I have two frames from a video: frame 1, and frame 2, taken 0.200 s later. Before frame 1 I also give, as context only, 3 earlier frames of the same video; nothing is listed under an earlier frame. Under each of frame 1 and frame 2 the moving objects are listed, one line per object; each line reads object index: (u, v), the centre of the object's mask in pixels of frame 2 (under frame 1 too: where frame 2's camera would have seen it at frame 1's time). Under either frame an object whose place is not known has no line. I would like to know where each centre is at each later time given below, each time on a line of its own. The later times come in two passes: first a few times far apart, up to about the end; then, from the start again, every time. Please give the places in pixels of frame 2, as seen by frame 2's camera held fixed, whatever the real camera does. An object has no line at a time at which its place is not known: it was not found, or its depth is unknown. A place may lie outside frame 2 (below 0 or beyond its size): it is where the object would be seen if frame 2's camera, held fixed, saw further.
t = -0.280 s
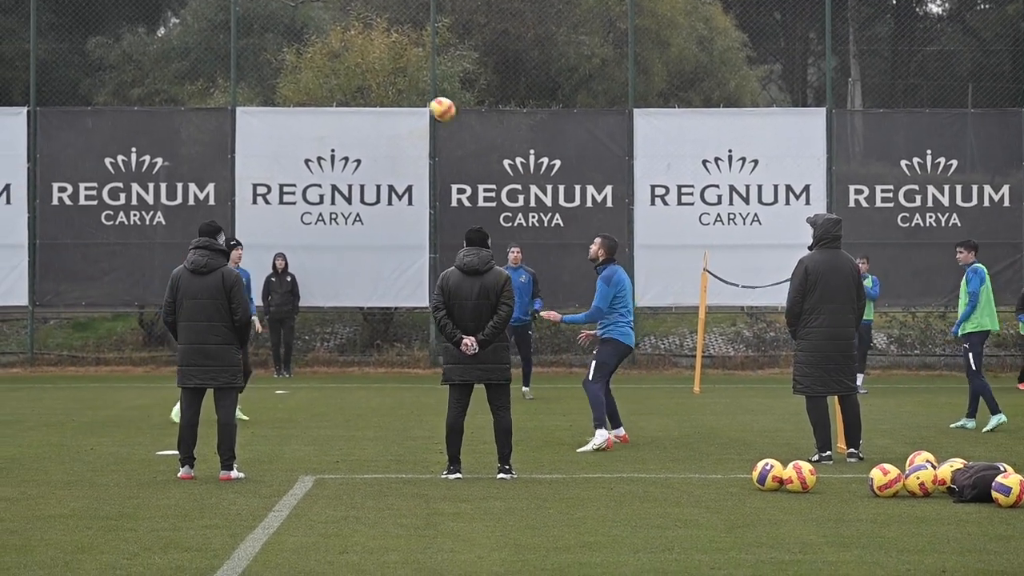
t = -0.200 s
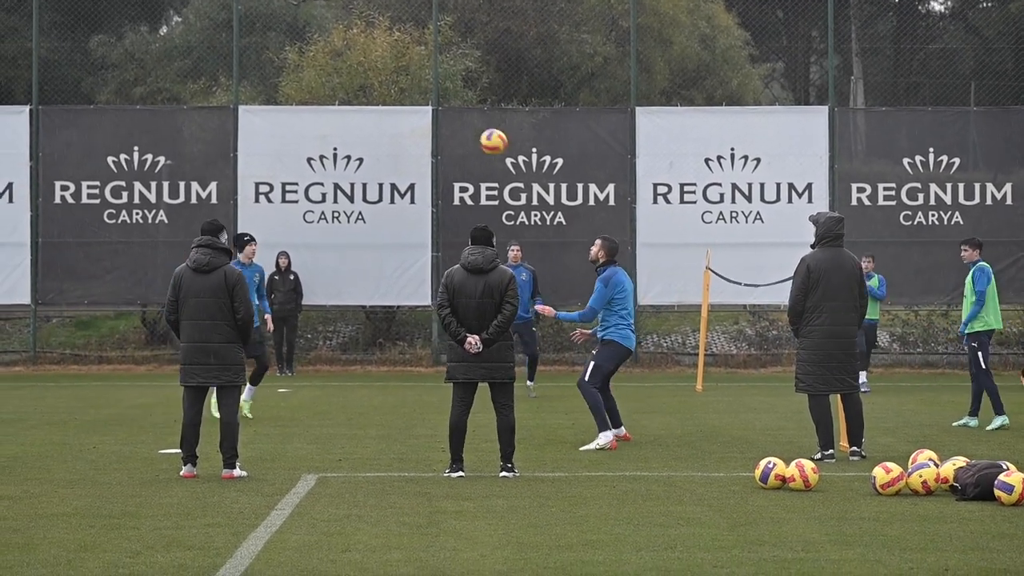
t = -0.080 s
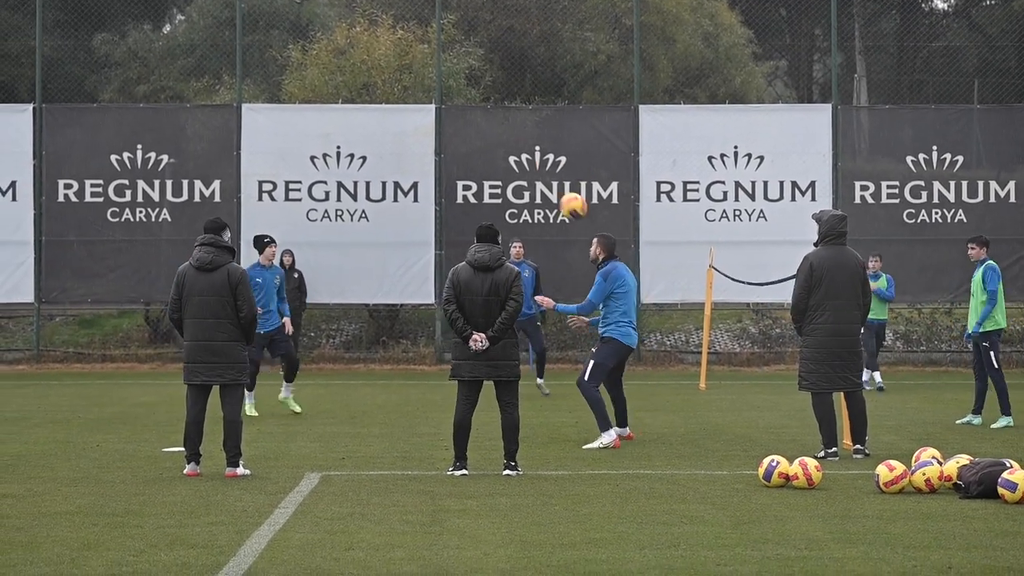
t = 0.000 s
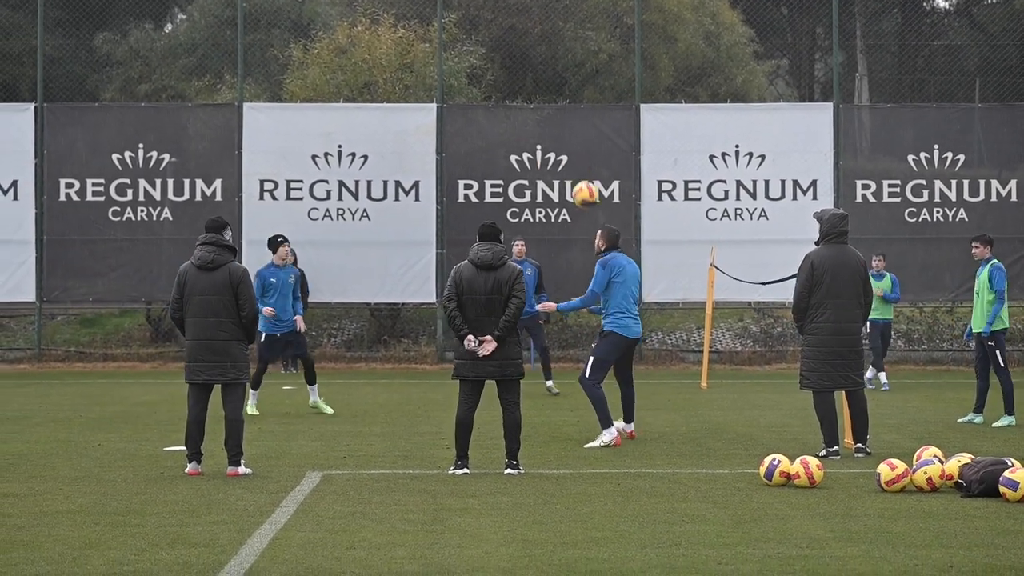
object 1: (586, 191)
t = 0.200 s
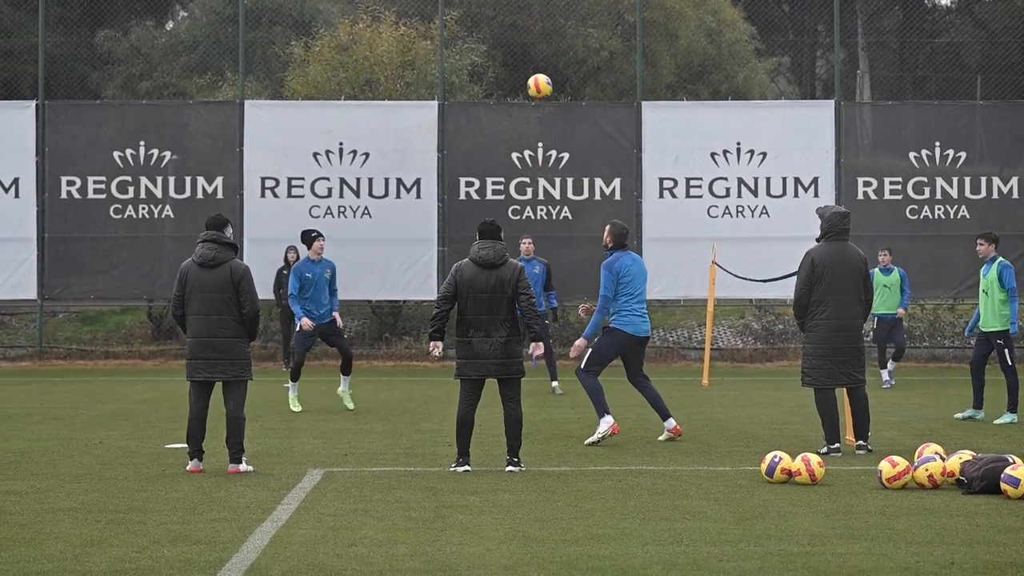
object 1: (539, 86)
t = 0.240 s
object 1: (530, 72)
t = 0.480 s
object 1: (478, 22)
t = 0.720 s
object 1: (433, 37)
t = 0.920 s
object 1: (397, 93)
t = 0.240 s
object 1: (530, 72)
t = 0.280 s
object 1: (521, 59)
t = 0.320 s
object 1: (513, 47)
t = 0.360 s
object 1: (504, 39)
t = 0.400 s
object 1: (496, 32)
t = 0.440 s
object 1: (487, 26)
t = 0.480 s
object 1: (478, 22)
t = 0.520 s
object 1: (471, 20)
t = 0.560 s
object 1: (463, 21)
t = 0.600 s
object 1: (455, 22)
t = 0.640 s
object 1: (447, 26)
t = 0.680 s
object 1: (440, 31)
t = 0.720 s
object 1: (433, 37)
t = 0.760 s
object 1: (426, 46)
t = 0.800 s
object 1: (418, 55)
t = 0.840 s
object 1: (411, 66)
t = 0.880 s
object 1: (404, 78)
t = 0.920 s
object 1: (397, 93)
